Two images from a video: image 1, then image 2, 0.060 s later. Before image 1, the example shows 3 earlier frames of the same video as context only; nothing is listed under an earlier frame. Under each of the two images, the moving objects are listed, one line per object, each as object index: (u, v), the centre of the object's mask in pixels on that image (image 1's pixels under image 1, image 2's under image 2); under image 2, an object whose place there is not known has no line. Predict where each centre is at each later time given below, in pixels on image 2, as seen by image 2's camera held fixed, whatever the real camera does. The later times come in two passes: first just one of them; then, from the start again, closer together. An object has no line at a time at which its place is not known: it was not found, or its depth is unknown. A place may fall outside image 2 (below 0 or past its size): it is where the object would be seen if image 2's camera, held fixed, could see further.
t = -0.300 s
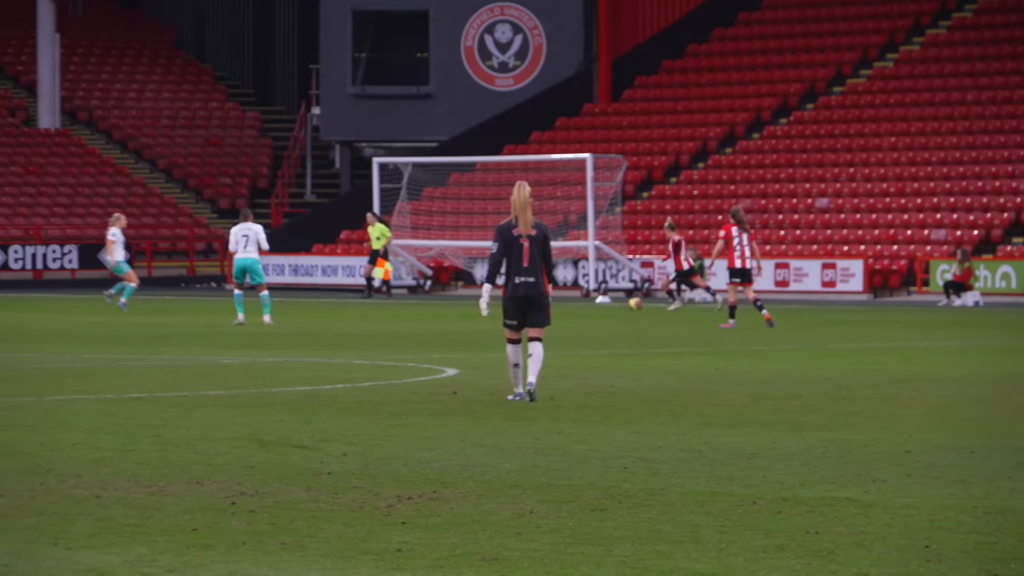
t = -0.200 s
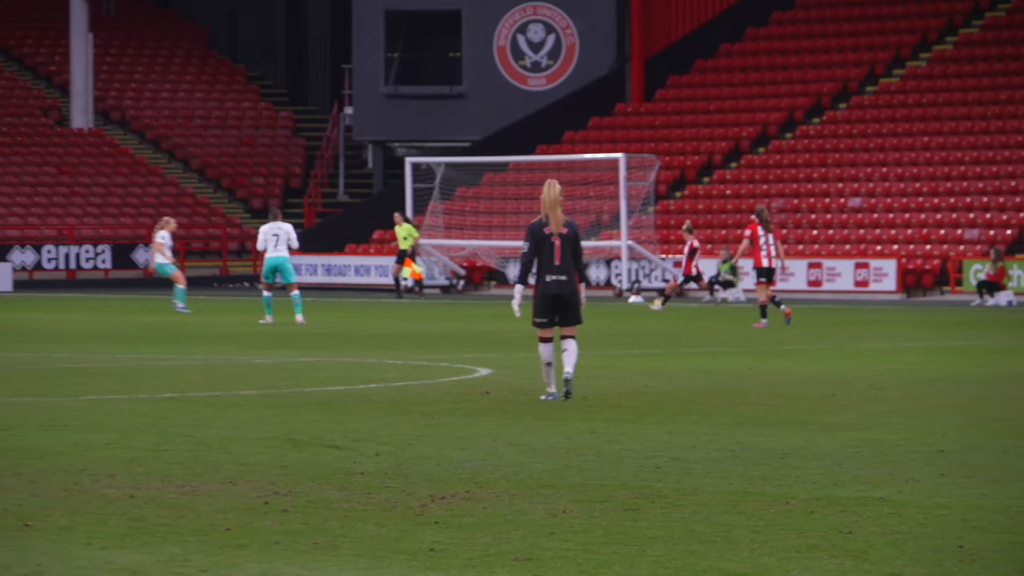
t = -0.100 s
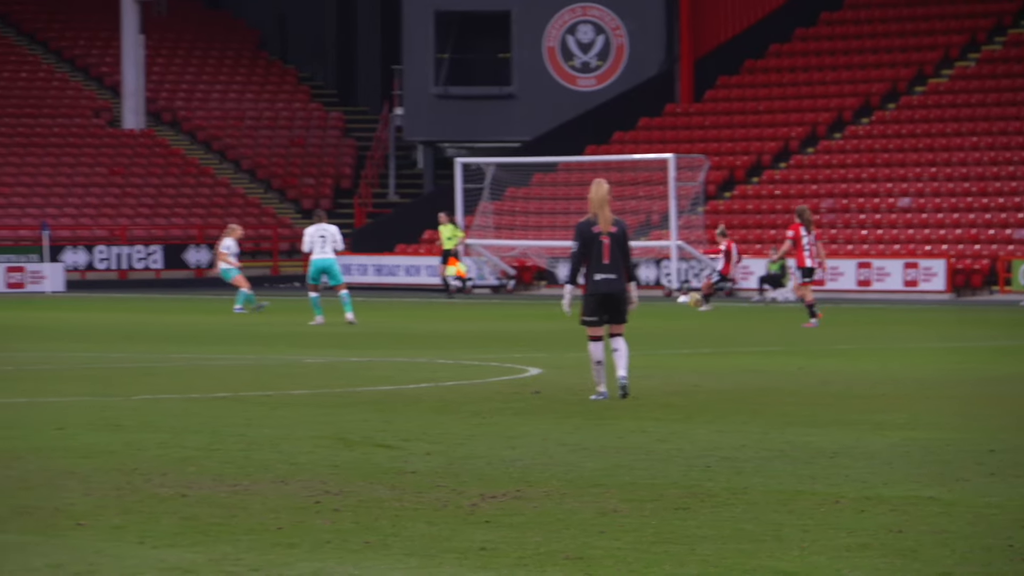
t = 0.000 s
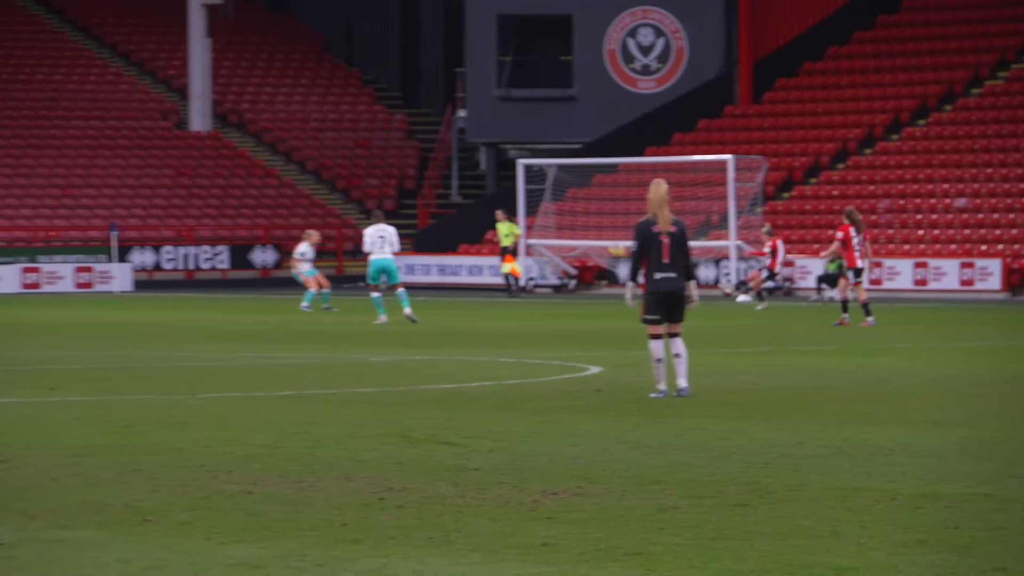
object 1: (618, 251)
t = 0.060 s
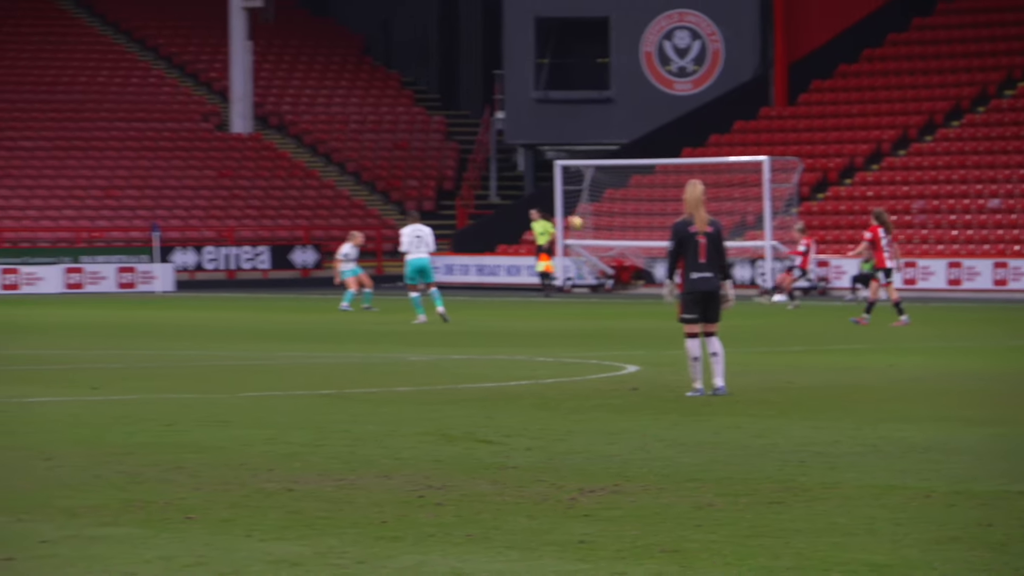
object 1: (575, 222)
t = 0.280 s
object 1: (307, 140)
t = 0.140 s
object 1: (474, 190)
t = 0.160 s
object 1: (450, 183)
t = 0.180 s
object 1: (426, 175)
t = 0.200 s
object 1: (402, 167)
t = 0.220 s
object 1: (378, 160)
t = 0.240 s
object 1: (355, 153)
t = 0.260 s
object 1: (331, 146)
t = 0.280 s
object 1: (307, 140)
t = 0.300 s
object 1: (283, 133)
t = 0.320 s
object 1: (260, 126)
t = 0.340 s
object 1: (237, 120)
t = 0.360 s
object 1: (213, 114)
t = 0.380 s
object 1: (190, 108)
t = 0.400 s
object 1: (168, 103)
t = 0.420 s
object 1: (145, 98)
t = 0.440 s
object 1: (122, 92)
